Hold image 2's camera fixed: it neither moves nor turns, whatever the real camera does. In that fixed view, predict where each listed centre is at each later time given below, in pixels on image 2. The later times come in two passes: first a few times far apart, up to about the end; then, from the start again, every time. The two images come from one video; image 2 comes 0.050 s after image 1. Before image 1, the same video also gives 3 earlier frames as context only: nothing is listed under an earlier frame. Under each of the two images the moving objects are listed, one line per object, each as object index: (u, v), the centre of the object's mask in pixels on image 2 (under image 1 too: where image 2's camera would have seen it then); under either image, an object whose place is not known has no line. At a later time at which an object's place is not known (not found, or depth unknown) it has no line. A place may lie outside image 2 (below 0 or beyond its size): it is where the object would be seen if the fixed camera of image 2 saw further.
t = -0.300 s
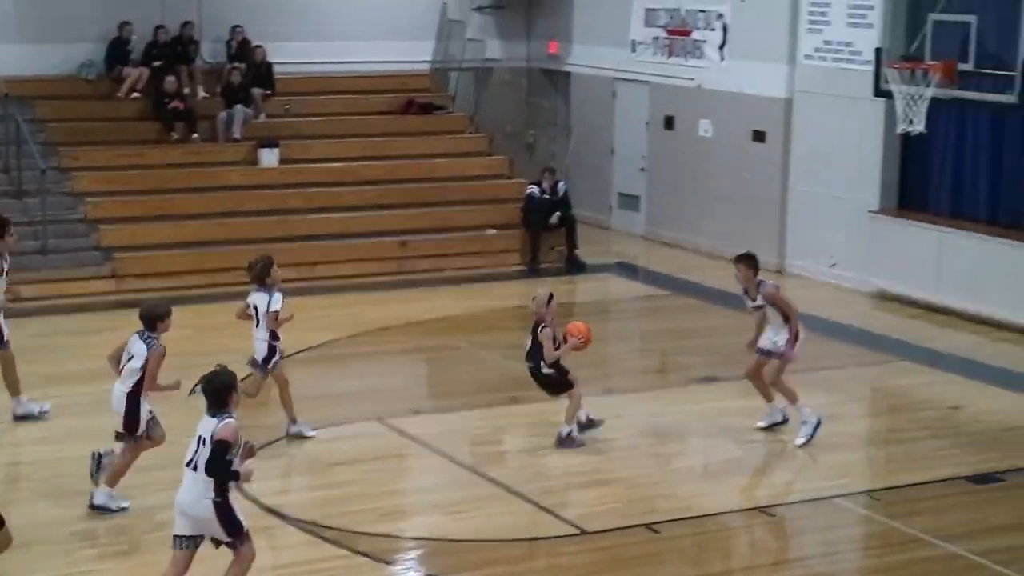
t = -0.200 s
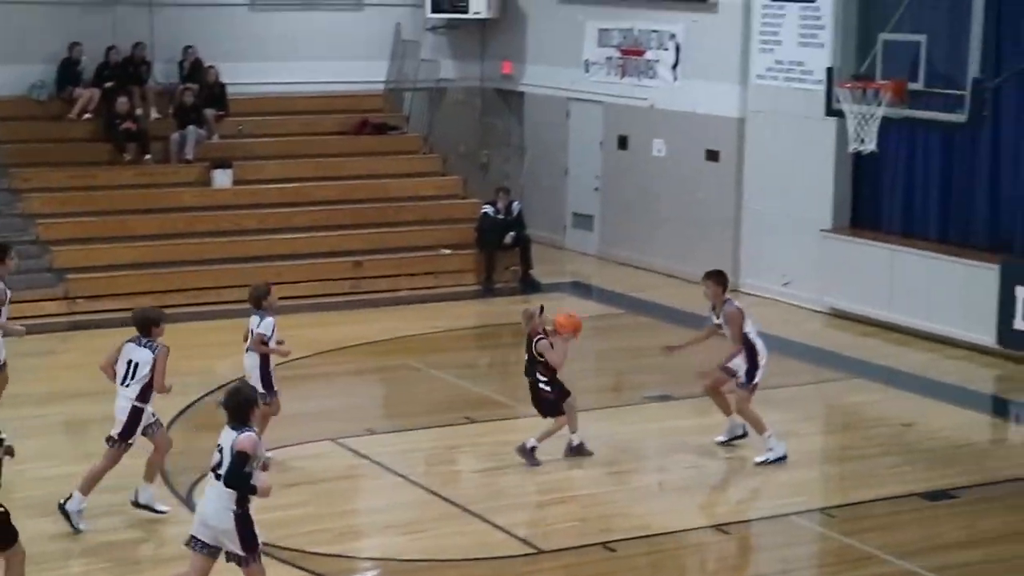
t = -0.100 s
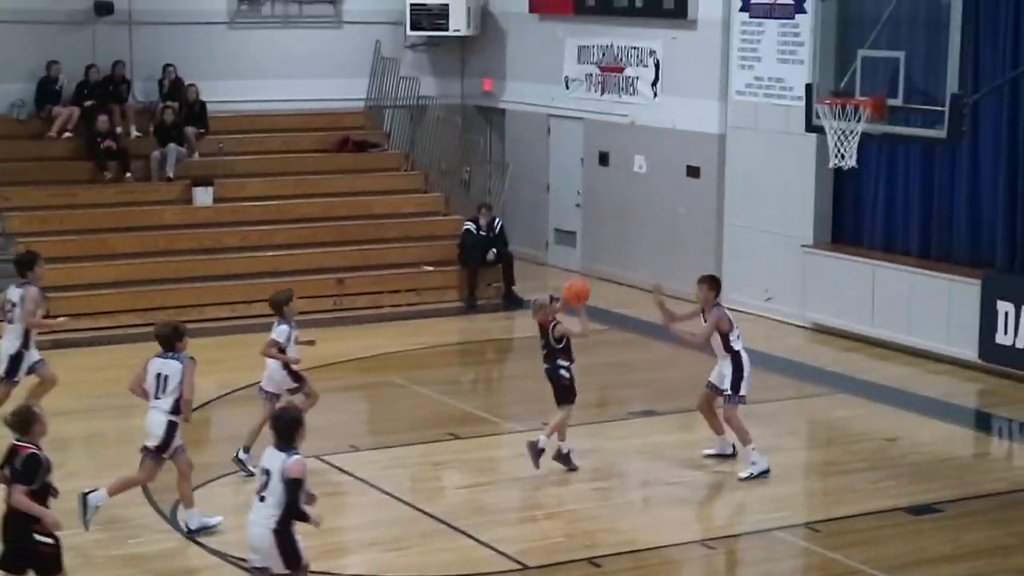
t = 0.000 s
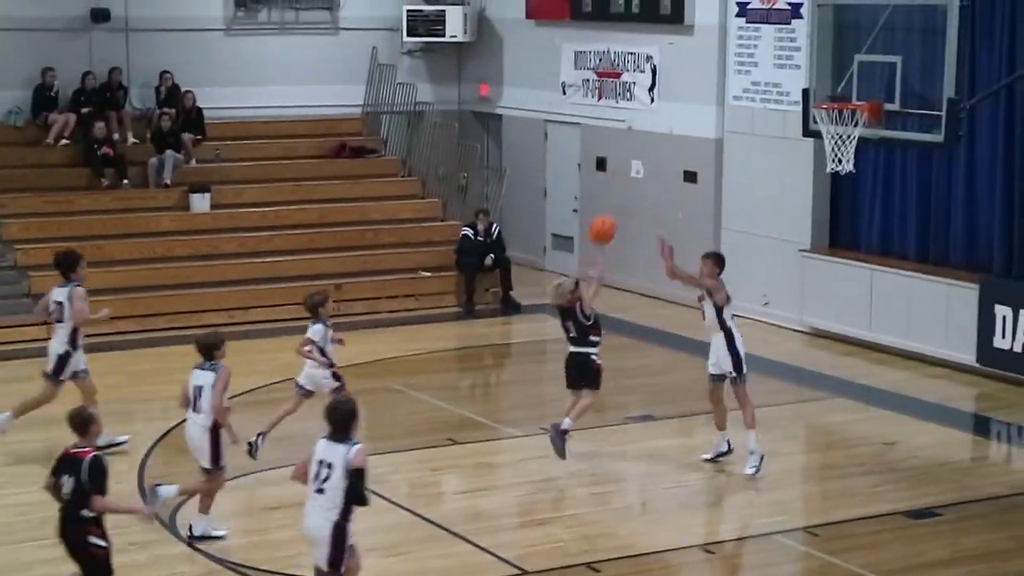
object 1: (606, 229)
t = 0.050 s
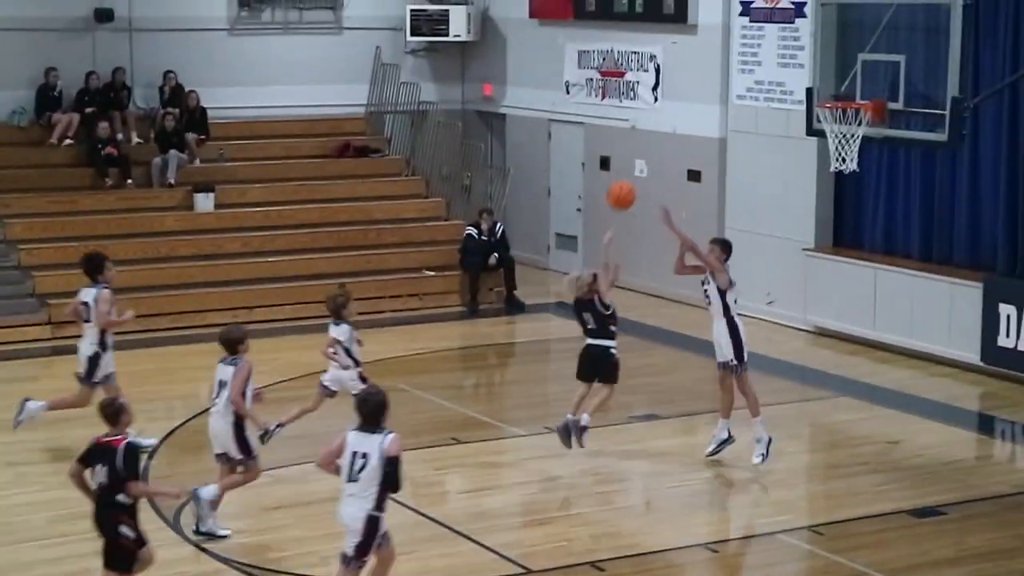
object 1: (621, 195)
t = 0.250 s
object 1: (682, 93)
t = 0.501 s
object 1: (756, 35)
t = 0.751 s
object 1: (825, 50)
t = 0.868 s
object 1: (854, 81)
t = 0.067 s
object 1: (626, 185)
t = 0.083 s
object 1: (632, 175)
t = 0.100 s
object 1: (636, 166)
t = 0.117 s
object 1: (642, 155)
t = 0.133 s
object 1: (647, 147)
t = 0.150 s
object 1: (652, 138)
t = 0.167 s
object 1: (657, 130)
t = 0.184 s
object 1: (663, 122)
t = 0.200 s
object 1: (667, 114)
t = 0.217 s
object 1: (673, 106)
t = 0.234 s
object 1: (678, 100)
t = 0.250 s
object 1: (682, 93)
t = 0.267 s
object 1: (688, 87)
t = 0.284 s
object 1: (693, 81)
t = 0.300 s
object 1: (698, 76)
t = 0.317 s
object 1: (703, 71)
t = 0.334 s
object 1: (708, 66)
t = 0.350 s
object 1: (713, 61)
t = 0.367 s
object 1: (718, 57)
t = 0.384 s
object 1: (722, 54)
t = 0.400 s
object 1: (727, 50)
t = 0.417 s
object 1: (732, 47)
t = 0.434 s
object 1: (737, 44)
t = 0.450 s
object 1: (741, 41)
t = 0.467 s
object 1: (747, 39)
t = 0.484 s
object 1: (751, 37)
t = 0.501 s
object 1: (756, 35)
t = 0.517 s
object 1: (761, 34)
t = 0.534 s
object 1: (765, 33)
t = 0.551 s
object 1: (770, 32)
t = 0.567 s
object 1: (774, 32)
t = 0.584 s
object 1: (779, 32)
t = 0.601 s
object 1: (784, 33)
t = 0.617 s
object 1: (788, 33)
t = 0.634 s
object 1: (793, 34)
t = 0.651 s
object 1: (798, 36)
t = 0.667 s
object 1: (803, 38)
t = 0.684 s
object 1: (807, 40)
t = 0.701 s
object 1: (811, 42)
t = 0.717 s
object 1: (816, 45)
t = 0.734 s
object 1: (821, 47)
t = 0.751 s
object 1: (825, 50)
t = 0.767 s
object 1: (829, 54)
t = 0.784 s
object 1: (833, 57)
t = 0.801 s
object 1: (837, 61)
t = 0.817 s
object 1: (842, 66)
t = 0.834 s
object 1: (845, 71)
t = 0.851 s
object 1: (850, 76)
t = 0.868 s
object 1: (854, 81)
